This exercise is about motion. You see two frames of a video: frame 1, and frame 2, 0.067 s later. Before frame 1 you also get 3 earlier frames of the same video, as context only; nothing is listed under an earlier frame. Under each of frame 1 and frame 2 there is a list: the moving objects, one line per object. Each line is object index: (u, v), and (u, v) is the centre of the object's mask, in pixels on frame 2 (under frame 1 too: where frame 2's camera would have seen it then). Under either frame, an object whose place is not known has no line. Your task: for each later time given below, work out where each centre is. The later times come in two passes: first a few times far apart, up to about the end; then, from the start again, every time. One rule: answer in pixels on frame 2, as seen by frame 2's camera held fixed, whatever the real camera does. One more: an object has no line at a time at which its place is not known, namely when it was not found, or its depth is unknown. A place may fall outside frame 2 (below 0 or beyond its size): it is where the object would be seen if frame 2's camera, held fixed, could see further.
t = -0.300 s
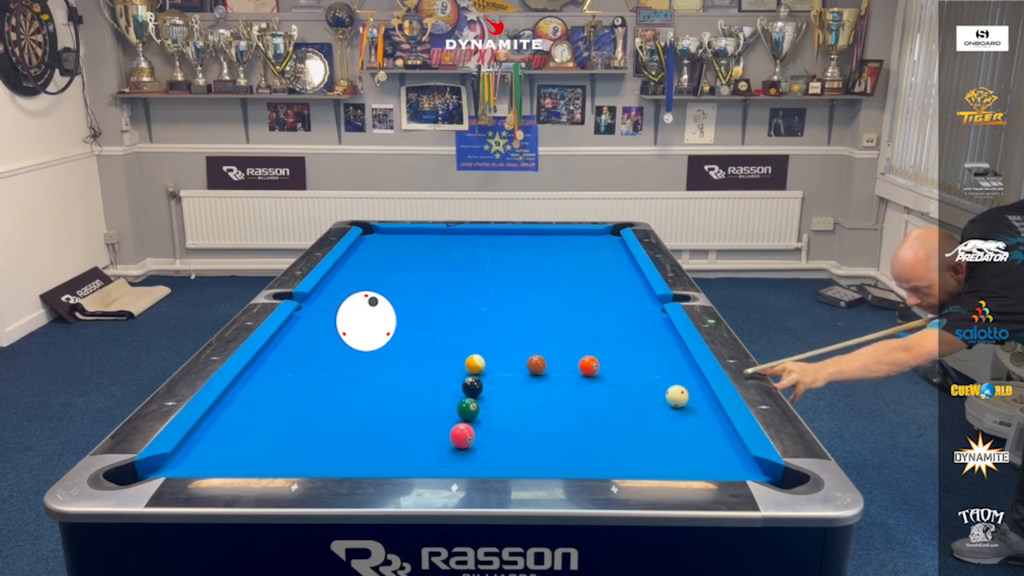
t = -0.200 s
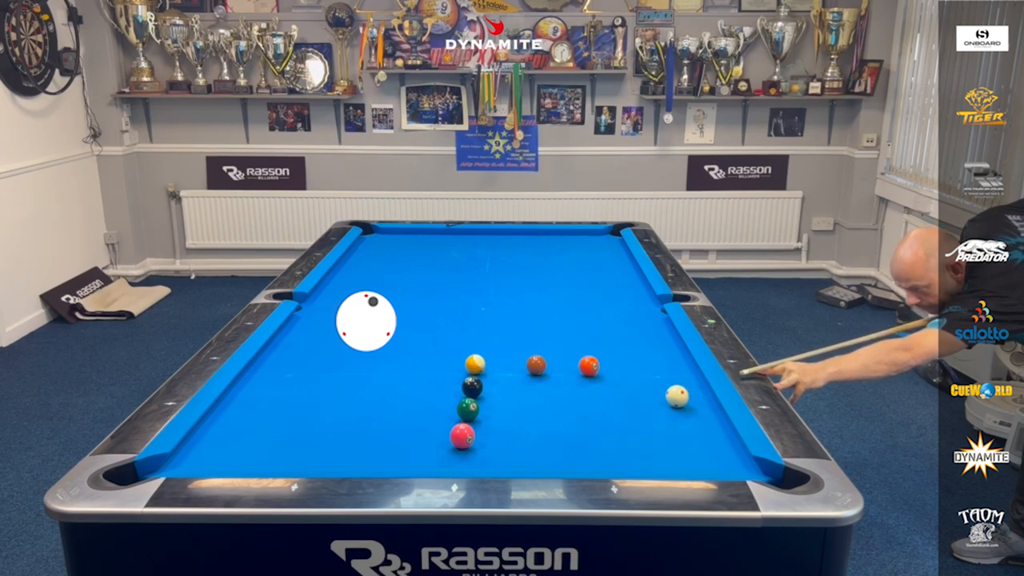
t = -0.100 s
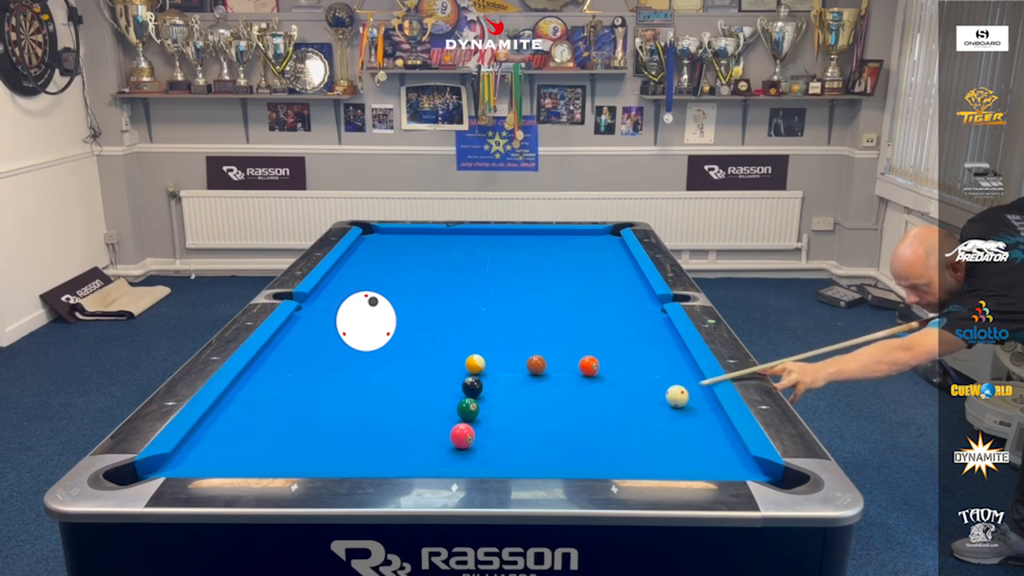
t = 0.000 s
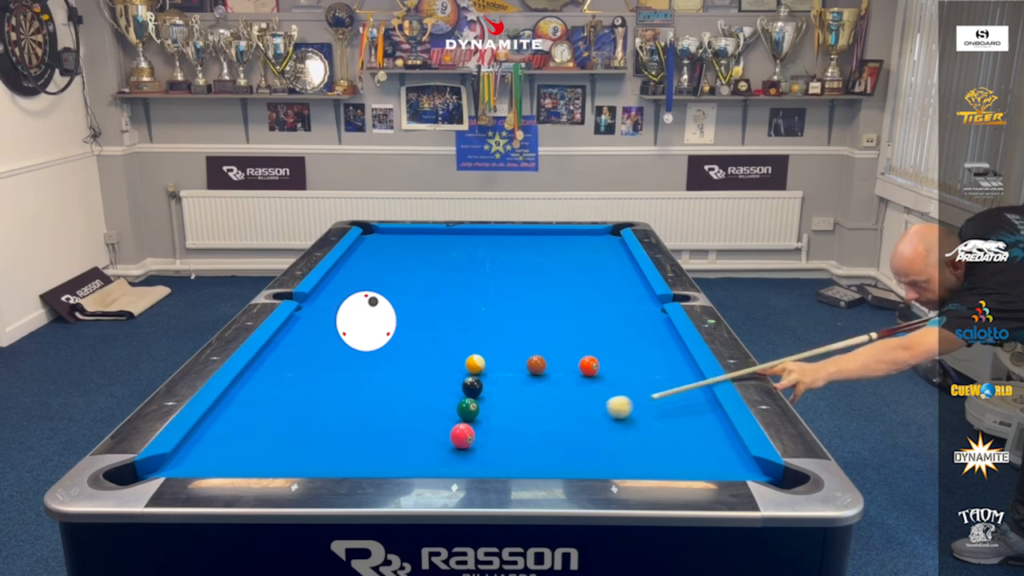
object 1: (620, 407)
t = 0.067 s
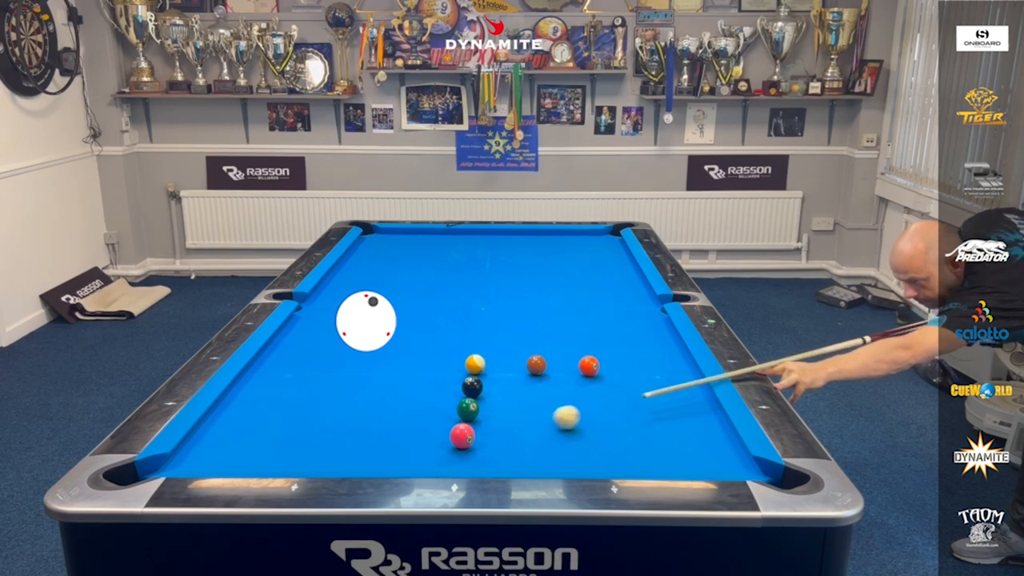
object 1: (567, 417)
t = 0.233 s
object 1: (485, 440)
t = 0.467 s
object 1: (453, 461)
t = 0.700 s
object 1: (406, 450)
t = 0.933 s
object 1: (364, 435)
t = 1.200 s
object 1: (321, 420)
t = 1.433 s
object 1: (288, 408)
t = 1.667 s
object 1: (258, 398)
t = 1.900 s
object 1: (243, 388)
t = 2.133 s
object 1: (268, 379)
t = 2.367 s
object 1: (290, 372)
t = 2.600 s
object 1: (311, 365)
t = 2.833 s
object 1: (330, 359)
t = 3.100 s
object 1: (348, 353)
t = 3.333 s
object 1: (363, 348)
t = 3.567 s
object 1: (376, 344)
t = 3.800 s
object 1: (387, 341)
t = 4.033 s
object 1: (398, 337)
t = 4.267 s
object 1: (407, 334)
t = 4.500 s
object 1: (414, 332)
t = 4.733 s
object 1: (421, 330)
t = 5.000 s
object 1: (427, 329)
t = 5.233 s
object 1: (431, 328)
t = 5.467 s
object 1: (434, 327)
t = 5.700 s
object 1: (436, 326)
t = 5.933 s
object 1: (438, 326)
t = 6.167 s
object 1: (439, 326)
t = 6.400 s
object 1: (439, 326)
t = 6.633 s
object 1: (439, 326)
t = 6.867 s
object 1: (439, 326)
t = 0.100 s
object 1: (539, 423)
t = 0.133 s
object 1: (510, 428)
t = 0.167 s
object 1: (486, 434)
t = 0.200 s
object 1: (486, 437)
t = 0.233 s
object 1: (485, 440)
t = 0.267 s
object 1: (484, 444)
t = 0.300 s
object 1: (481, 447)
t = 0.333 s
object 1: (477, 450)
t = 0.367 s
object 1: (473, 454)
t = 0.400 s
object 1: (467, 456)
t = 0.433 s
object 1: (461, 459)
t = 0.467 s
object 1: (453, 461)
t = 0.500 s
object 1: (446, 461)
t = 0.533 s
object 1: (439, 459)
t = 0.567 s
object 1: (432, 457)
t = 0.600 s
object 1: (425, 455)
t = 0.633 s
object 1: (419, 454)
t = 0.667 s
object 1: (412, 452)
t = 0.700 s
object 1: (406, 450)
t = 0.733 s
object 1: (400, 447)
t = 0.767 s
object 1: (394, 445)
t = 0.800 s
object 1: (387, 443)
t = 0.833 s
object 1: (381, 441)
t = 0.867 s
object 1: (375, 439)
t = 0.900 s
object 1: (370, 437)
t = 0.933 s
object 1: (364, 435)
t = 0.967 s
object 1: (358, 433)
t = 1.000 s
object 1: (353, 431)
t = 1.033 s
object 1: (347, 429)
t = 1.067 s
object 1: (342, 427)
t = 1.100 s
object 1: (337, 425)
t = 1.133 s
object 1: (331, 423)
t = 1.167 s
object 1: (326, 422)
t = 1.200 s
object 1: (321, 420)
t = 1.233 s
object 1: (316, 418)
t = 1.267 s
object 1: (312, 416)
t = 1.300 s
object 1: (307, 415)
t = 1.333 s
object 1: (302, 413)
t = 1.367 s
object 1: (297, 411)
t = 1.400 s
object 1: (292, 410)
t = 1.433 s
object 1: (288, 408)
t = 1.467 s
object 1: (283, 407)
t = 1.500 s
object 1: (279, 405)
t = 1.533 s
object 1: (275, 403)
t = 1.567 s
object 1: (270, 402)
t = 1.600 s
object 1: (266, 400)
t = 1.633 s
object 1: (262, 399)
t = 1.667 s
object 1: (258, 398)
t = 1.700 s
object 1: (254, 396)
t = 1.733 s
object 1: (250, 395)
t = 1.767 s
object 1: (246, 393)
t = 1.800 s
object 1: (242, 392)
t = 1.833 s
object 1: (238, 390)
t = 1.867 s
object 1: (238, 389)
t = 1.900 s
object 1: (243, 388)
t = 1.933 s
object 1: (247, 387)
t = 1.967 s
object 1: (250, 385)
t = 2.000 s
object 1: (254, 384)
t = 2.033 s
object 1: (257, 383)
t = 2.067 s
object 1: (261, 381)
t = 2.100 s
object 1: (264, 381)
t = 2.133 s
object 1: (268, 379)
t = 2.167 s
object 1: (271, 378)
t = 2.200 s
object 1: (274, 377)
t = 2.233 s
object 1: (278, 376)
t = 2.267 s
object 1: (281, 375)
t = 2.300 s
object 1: (284, 374)
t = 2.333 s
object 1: (287, 373)
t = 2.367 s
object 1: (290, 372)
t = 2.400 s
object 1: (294, 371)
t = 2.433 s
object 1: (297, 370)
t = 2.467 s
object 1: (300, 369)
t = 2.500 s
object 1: (302, 368)
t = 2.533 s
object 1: (305, 367)
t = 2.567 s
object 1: (308, 366)
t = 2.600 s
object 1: (311, 365)
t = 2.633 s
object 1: (314, 364)
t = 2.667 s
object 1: (317, 363)
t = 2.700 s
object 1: (319, 362)
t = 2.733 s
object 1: (322, 362)
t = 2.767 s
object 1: (325, 360)
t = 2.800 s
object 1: (327, 360)
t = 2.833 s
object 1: (330, 359)
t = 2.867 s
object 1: (332, 358)
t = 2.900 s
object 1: (335, 358)
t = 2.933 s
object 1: (337, 357)
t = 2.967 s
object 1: (339, 356)
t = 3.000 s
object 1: (342, 355)
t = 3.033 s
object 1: (344, 355)
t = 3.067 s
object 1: (346, 354)
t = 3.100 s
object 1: (348, 353)
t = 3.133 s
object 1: (351, 352)
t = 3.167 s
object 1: (353, 352)
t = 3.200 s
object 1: (355, 351)
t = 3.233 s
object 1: (357, 350)
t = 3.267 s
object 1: (359, 349)
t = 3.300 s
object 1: (361, 349)
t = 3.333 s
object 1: (363, 348)
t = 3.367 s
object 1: (365, 348)
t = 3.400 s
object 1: (367, 347)
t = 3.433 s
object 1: (369, 346)
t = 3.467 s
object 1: (371, 346)
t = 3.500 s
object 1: (372, 345)
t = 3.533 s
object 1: (374, 345)
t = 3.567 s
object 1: (376, 344)
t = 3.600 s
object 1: (378, 344)
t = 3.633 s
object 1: (379, 343)
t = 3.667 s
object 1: (381, 342)
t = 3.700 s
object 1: (383, 342)
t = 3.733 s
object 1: (384, 341)
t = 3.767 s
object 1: (386, 341)
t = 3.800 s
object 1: (387, 341)
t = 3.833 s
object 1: (389, 340)
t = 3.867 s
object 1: (391, 340)
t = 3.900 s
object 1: (392, 339)
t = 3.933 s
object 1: (394, 338)
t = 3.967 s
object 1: (395, 338)
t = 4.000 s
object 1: (397, 338)
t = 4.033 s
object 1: (398, 337)
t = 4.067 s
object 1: (399, 337)
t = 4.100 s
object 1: (400, 337)
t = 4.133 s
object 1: (402, 336)
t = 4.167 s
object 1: (403, 335)
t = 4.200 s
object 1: (404, 335)
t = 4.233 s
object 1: (406, 335)
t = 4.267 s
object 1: (407, 334)
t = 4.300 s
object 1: (408, 334)
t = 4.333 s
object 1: (409, 334)
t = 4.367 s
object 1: (410, 333)
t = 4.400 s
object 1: (411, 333)
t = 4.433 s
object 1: (412, 333)
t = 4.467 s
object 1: (414, 333)
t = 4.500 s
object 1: (414, 332)
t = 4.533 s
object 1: (415, 332)
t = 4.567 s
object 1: (416, 332)
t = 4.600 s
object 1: (417, 331)
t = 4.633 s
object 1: (418, 331)
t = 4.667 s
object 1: (419, 331)
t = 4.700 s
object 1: (420, 330)
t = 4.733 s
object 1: (421, 330)
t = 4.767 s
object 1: (421, 330)
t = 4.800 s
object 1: (422, 330)
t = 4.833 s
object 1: (423, 330)
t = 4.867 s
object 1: (424, 329)
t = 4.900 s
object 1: (425, 329)
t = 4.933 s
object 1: (425, 329)
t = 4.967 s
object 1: (426, 329)
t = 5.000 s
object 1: (427, 329)
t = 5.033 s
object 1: (428, 328)
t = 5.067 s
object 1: (428, 328)
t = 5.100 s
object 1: (429, 328)
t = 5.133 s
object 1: (429, 328)
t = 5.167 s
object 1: (430, 328)
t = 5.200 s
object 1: (431, 328)
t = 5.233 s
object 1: (431, 328)
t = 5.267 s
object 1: (432, 327)
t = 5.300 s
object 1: (432, 327)
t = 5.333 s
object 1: (433, 327)
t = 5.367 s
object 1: (433, 327)
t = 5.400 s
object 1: (434, 327)
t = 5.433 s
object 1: (434, 327)
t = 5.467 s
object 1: (434, 327)
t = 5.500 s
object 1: (435, 326)
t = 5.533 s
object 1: (435, 327)
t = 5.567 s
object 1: (435, 326)
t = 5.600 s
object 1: (436, 326)
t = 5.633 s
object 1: (436, 326)
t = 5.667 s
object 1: (436, 326)
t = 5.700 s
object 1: (436, 326)
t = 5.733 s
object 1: (437, 326)
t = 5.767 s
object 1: (437, 326)
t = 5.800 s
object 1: (437, 326)
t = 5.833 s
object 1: (437, 326)
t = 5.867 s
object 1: (437, 326)
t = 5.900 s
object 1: (438, 326)
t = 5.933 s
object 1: (438, 326)
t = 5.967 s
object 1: (438, 326)
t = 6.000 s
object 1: (438, 326)
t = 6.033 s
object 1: (438, 326)
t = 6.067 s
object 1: (438, 326)
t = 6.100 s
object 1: (438, 326)
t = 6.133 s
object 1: (438, 326)
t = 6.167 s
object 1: (439, 326)
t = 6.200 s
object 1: (439, 326)
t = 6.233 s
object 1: (439, 326)
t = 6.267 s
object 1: (439, 326)
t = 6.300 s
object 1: (439, 326)
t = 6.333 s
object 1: (439, 326)
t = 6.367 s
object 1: (439, 326)
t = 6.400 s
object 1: (439, 326)
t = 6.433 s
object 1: (439, 326)
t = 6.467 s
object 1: (439, 326)
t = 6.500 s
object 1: (439, 326)
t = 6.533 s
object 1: (439, 326)
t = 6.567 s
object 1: (439, 326)
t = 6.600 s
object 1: (439, 326)
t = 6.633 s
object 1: (439, 326)
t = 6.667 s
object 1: (439, 326)
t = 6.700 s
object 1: (439, 326)
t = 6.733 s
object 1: (439, 326)
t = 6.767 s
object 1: (439, 326)
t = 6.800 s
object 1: (439, 326)
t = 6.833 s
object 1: (439, 326)
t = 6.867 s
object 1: (439, 326)
